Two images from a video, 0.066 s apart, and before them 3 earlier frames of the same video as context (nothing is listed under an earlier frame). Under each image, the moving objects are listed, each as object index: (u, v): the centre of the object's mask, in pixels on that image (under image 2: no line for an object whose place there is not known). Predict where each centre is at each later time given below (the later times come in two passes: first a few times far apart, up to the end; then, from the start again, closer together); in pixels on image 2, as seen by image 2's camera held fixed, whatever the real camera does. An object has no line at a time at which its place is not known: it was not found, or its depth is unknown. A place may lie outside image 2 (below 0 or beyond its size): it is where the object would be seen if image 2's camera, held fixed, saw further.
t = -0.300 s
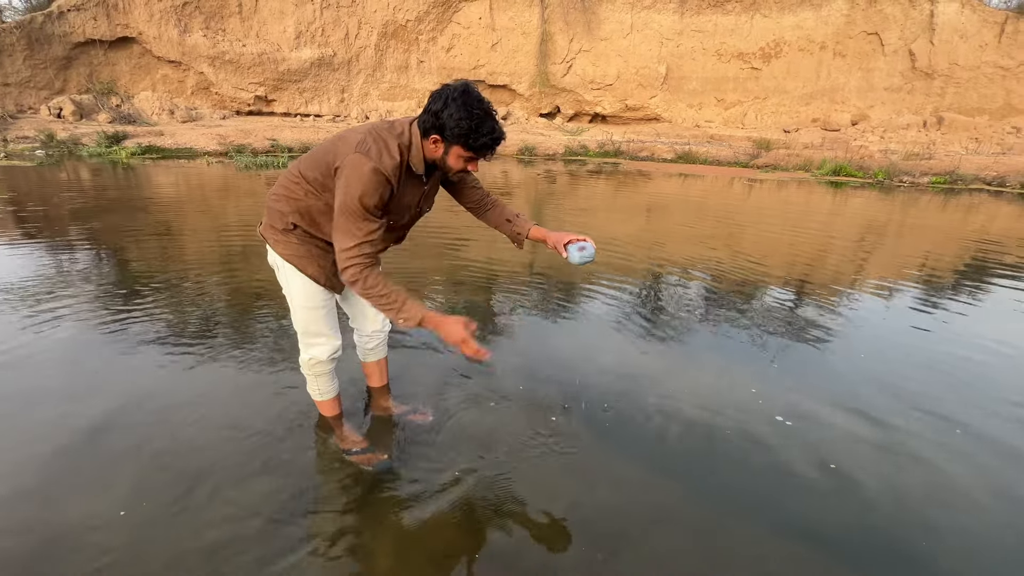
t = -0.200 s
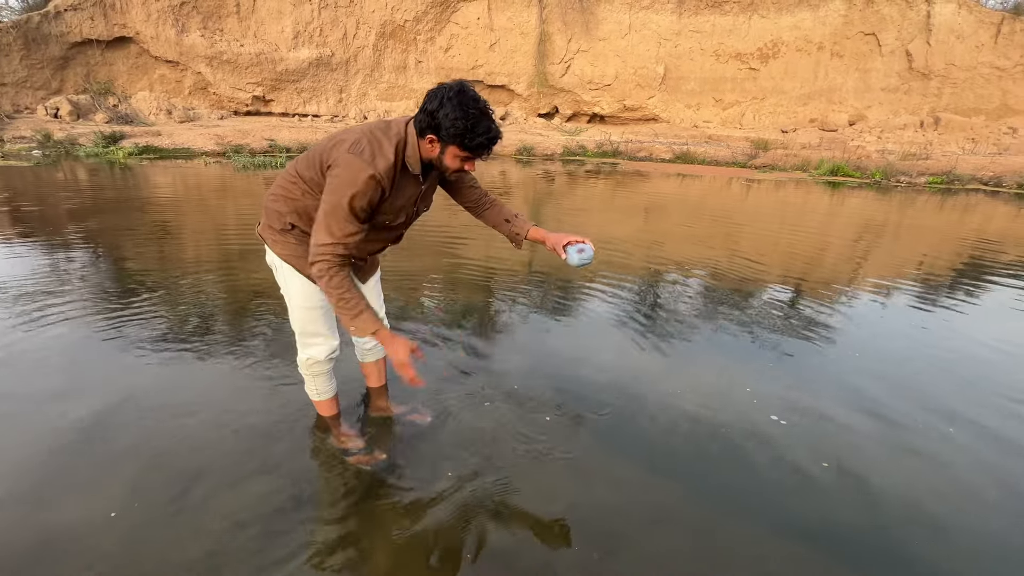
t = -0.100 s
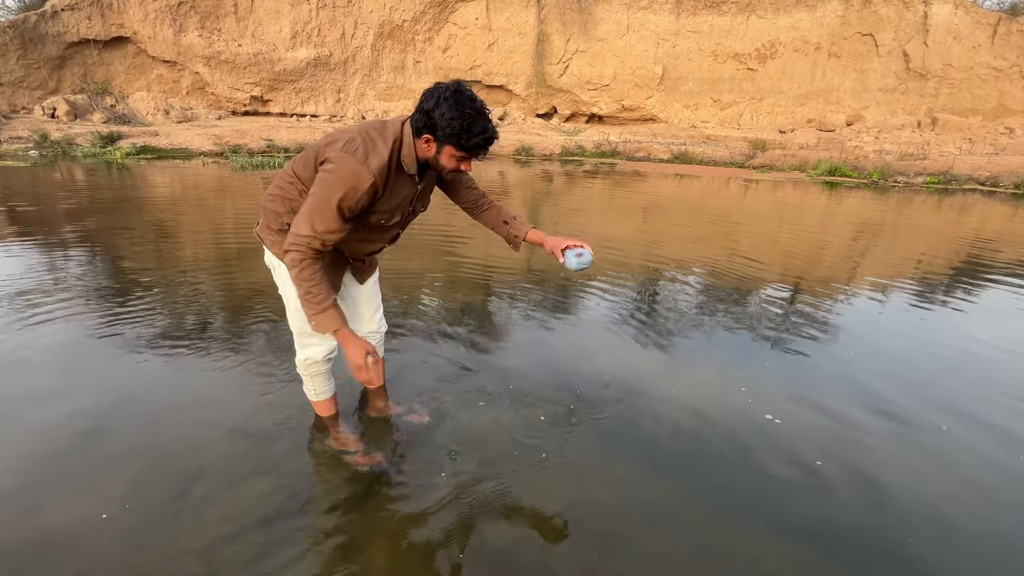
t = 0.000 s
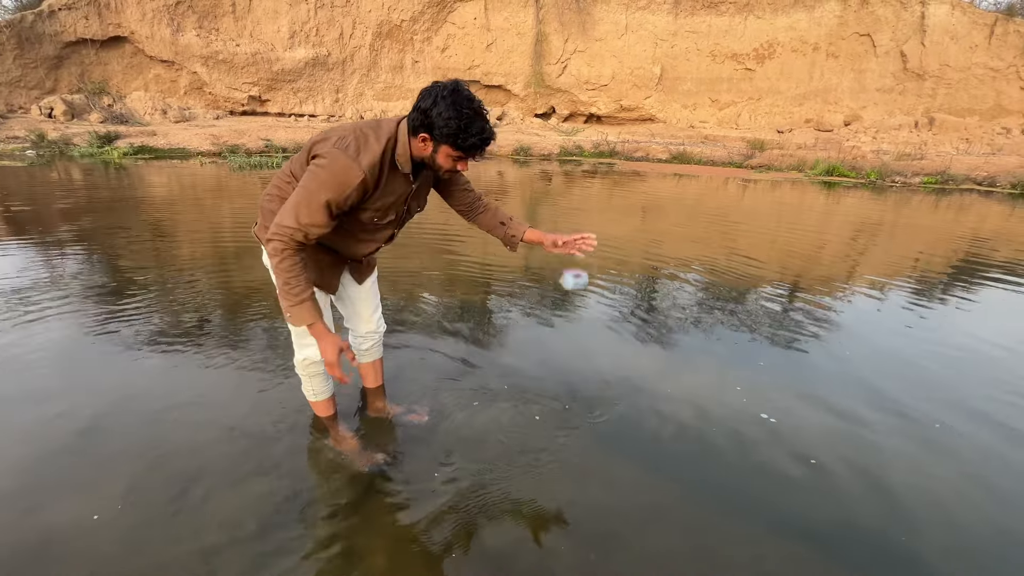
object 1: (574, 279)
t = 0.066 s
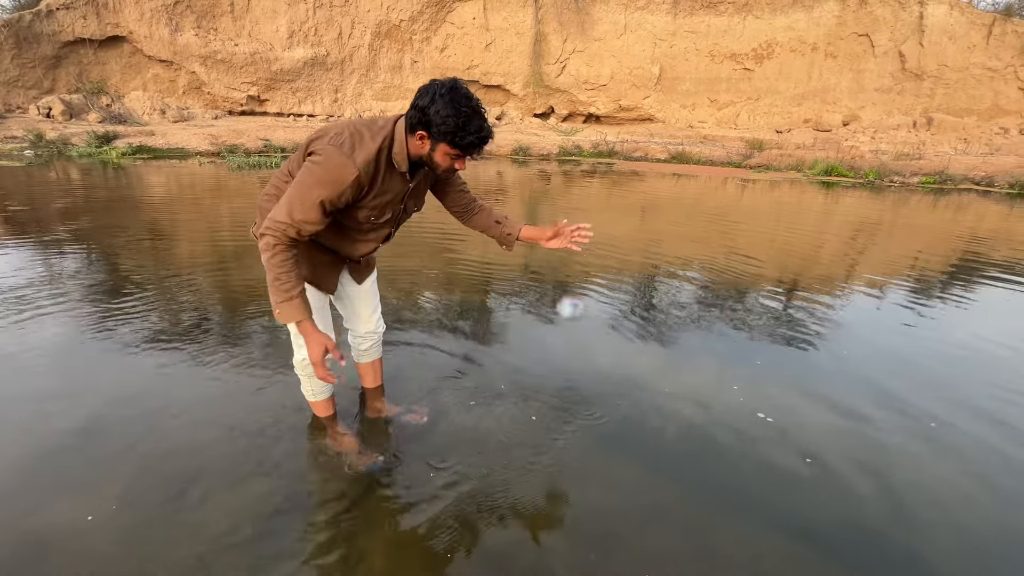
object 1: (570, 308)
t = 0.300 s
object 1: (567, 429)
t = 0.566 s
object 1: (553, 436)
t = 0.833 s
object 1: (550, 417)
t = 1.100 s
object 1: (552, 403)
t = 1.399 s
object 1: (544, 407)
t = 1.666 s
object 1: (540, 407)
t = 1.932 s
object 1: (533, 406)
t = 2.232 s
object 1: (527, 407)
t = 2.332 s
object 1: (526, 406)
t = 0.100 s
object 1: (568, 326)
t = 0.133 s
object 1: (567, 347)
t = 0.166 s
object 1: (565, 370)
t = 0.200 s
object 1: (563, 395)
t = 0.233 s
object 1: (561, 412)
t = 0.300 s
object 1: (567, 429)
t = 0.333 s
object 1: (562, 431)
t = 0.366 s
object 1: (559, 433)
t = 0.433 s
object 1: (559, 433)
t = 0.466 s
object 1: (560, 435)
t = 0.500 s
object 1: (558, 435)
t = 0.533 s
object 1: (557, 436)
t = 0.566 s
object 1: (553, 436)
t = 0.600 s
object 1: (556, 435)
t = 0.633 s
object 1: (556, 434)
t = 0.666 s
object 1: (555, 429)
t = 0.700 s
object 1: (557, 430)
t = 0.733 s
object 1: (558, 429)
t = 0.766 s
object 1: (554, 421)
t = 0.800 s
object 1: (552, 420)
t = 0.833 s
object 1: (550, 417)
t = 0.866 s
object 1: (550, 413)
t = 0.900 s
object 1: (551, 410)
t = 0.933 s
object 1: (550, 407)
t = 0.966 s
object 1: (551, 404)
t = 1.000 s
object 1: (552, 401)
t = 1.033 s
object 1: (552, 401)
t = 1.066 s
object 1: (552, 402)
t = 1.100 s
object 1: (552, 403)
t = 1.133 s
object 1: (551, 406)
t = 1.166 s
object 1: (551, 409)
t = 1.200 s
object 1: (549, 411)
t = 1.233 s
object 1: (547, 413)
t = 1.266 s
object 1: (547, 413)
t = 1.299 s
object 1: (546, 412)
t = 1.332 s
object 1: (546, 411)
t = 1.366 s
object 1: (545, 409)
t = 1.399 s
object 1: (544, 407)
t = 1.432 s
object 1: (543, 406)
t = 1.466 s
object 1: (542, 405)
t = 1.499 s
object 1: (541, 404)
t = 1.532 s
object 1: (541, 404)
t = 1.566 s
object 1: (540, 403)
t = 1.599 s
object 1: (541, 404)
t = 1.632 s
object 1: (540, 405)
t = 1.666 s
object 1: (540, 407)
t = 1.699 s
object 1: (539, 408)
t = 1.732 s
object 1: (537, 409)
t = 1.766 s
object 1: (536, 409)
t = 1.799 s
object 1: (535, 409)
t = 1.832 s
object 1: (535, 408)
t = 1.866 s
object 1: (534, 407)
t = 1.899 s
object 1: (534, 407)
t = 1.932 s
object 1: (533, 406)
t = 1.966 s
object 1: (532, 405)
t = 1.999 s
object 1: (531, 405)
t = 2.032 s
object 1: (531, 405)
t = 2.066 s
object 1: (530, 406)
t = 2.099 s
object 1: (529, 406)
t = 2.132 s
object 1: (528, 407)
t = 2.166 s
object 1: (528, 408)
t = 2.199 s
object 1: (528, 407)
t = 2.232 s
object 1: (527, 407)
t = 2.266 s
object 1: (527, 406)
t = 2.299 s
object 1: (526, 406)
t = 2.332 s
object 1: (526, 406)
